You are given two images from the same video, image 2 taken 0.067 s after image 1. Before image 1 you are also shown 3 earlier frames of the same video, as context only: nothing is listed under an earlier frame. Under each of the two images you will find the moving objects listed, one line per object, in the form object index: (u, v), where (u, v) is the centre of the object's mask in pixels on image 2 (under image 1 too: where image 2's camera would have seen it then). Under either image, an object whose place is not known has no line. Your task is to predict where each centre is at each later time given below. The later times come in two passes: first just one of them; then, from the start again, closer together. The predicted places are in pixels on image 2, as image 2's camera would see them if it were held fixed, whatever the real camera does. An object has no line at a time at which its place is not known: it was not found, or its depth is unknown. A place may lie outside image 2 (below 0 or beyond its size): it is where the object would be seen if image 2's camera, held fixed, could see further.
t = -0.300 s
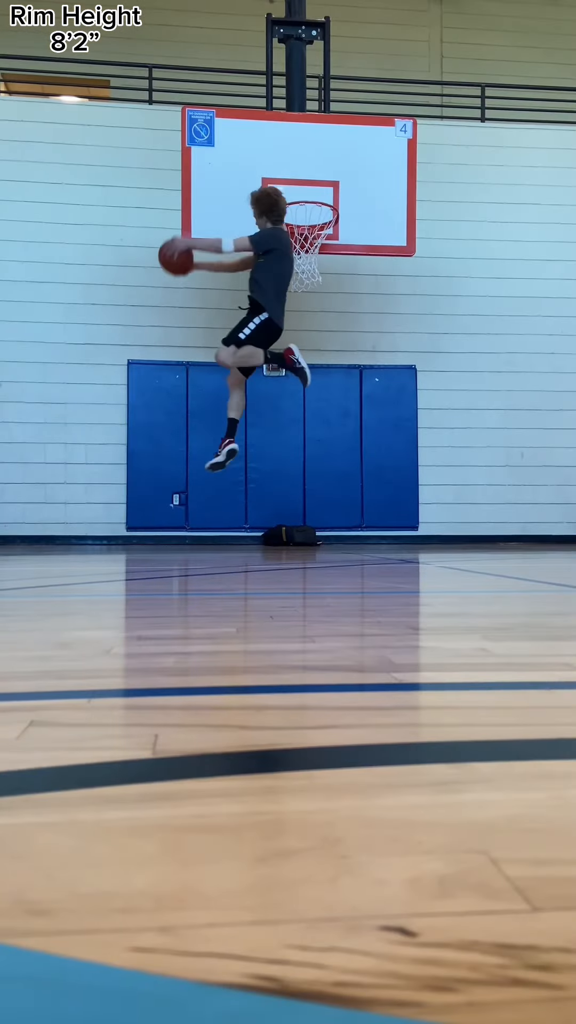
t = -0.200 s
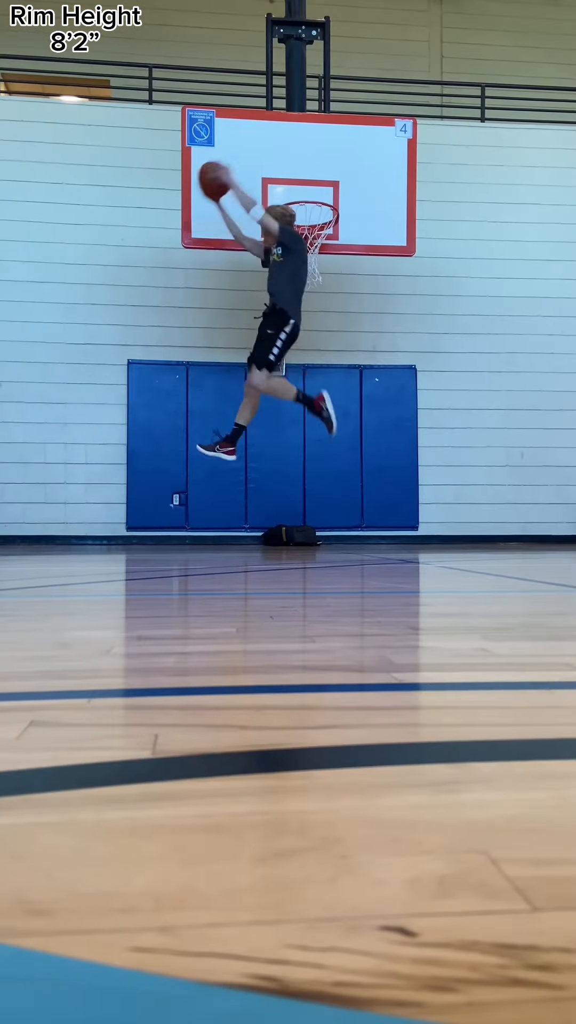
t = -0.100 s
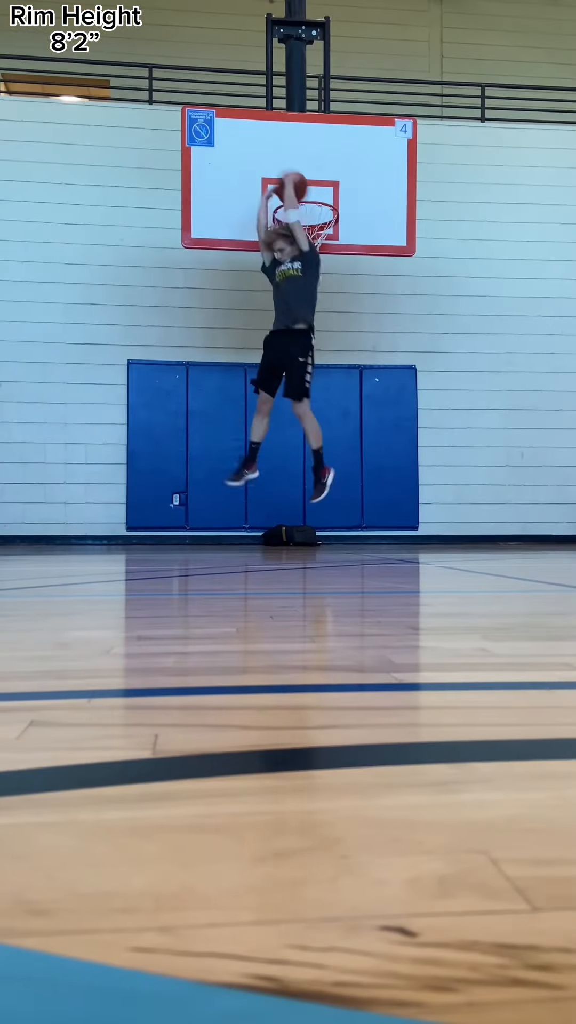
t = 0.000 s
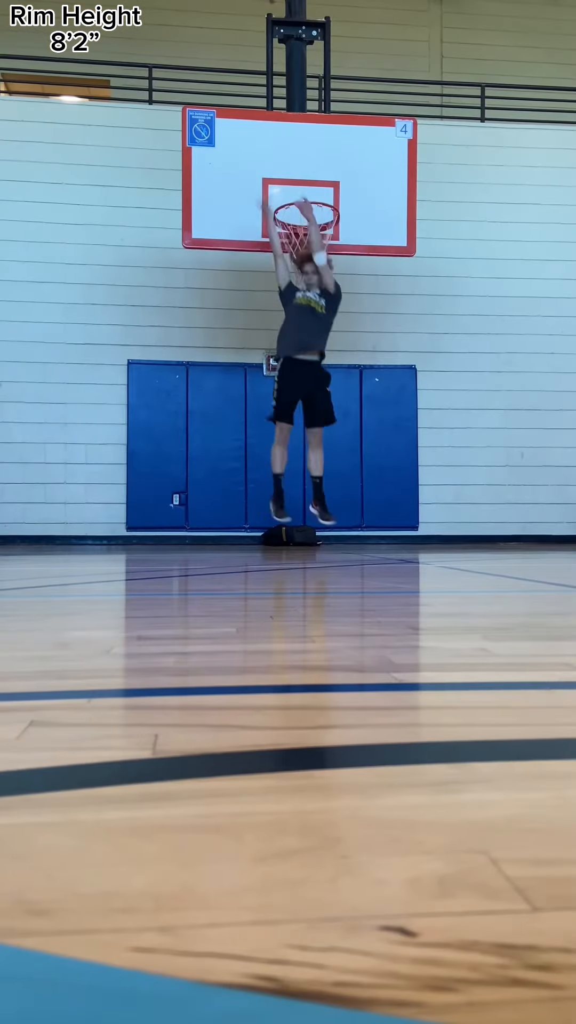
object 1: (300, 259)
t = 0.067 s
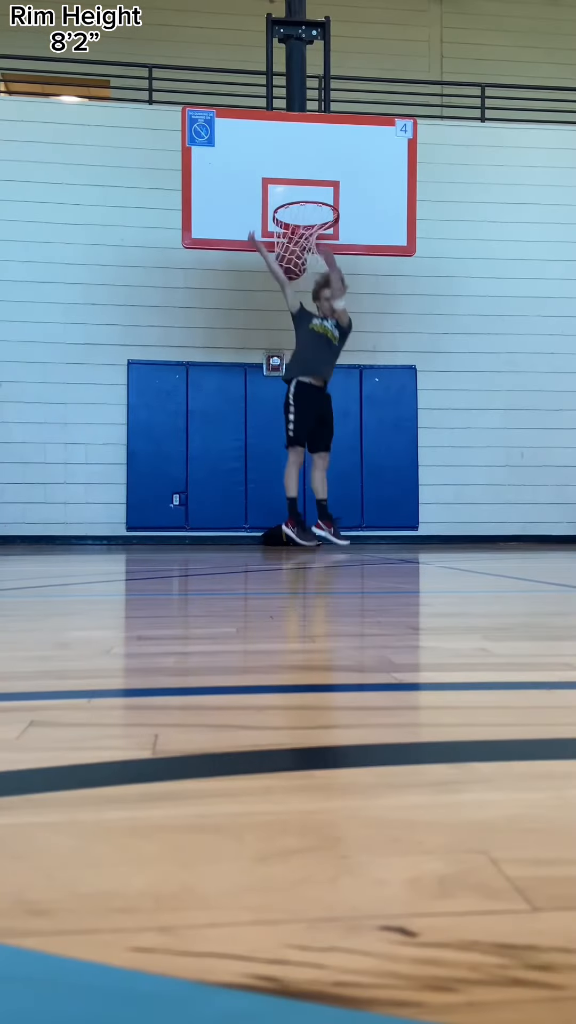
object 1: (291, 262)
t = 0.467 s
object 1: (221, 407)
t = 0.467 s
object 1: (221, 407)
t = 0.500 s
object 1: (216, 428)
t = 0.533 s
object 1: (210, 450)
